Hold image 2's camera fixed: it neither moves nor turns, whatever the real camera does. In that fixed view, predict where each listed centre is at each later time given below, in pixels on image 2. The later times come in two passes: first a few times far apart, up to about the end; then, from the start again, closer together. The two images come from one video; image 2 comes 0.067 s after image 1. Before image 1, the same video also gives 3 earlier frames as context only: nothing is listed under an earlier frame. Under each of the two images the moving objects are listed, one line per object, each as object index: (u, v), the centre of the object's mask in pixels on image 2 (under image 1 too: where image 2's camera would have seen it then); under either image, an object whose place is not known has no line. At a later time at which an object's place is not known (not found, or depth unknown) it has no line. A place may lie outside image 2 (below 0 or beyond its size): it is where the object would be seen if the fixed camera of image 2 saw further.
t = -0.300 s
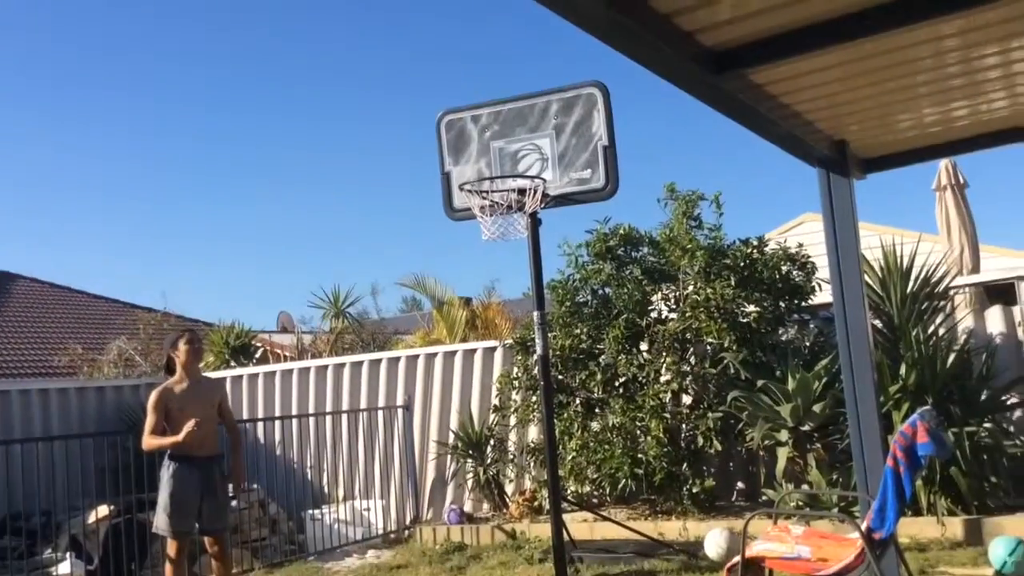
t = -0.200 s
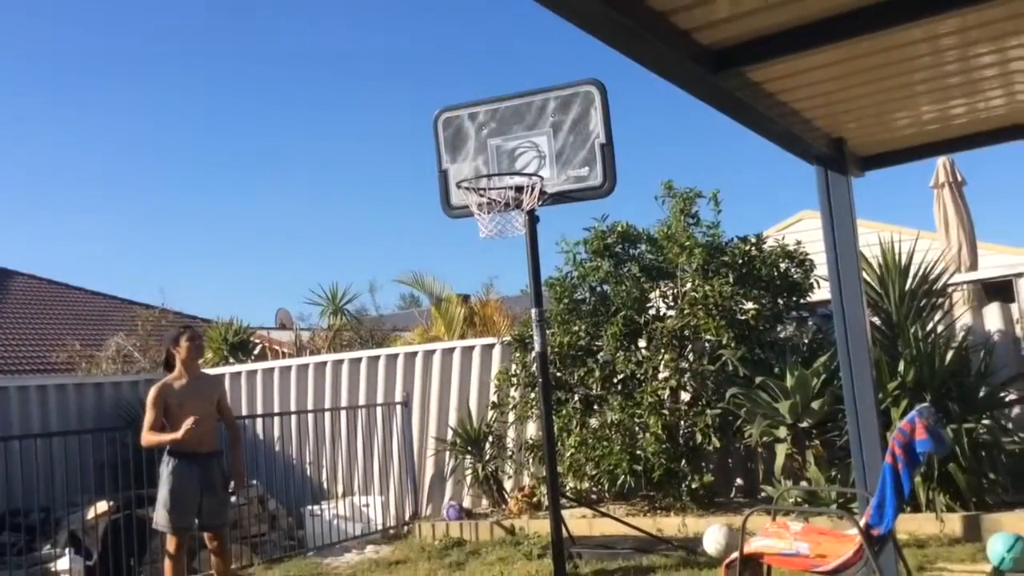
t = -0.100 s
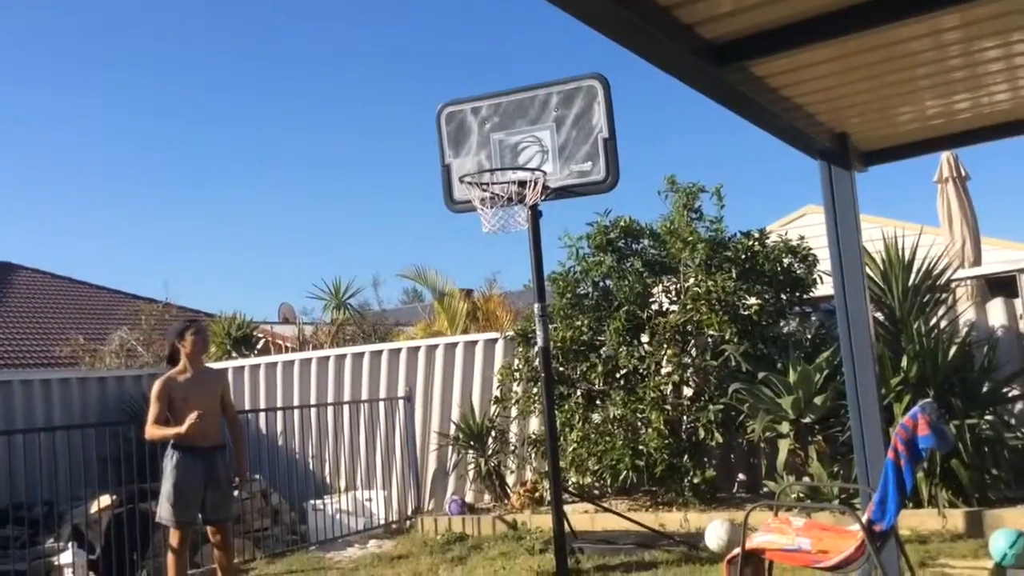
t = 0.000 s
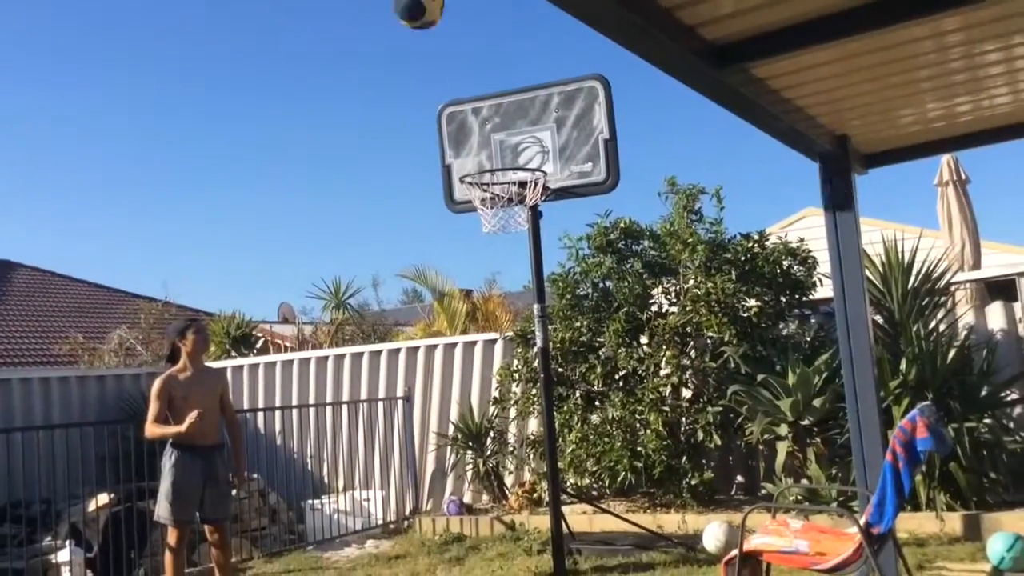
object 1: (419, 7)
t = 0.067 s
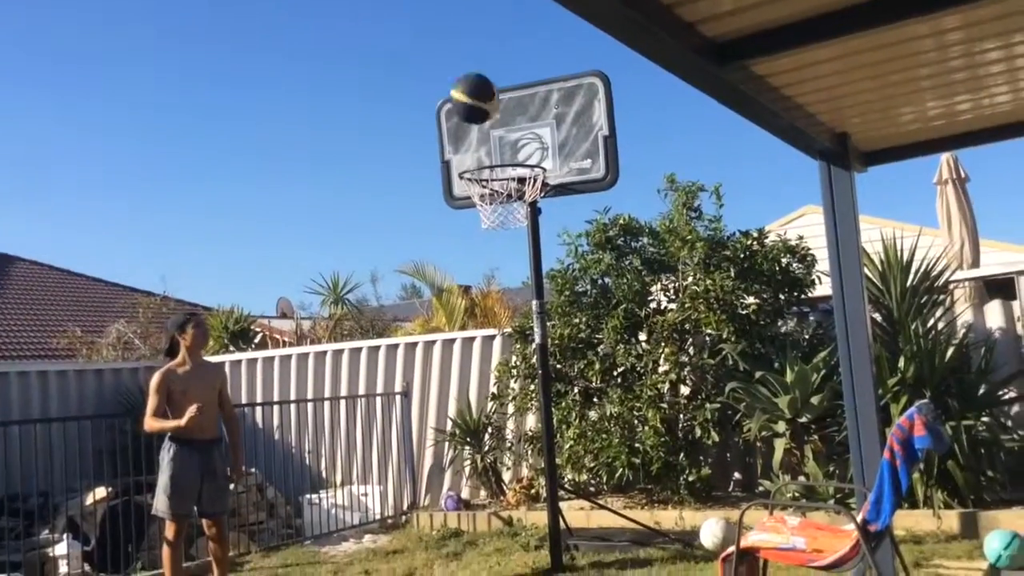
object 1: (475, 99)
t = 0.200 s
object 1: (564, 259)
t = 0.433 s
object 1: (708, 567)
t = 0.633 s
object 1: (779, 363)
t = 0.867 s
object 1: (877, 191)
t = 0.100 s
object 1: (501, 148)
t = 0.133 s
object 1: (523, 185)
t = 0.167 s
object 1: (543, 221)
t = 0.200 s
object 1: (564, 259)
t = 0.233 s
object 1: (586, 300)
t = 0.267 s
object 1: (606, 345)
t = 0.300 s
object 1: (631, 392)
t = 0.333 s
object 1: (653, 444)
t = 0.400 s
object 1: (700, 561)
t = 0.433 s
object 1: (708, 567)
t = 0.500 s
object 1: (737, 496)
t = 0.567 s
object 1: (756, 428)
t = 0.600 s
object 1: (766, 397)
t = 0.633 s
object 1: (779, 363)
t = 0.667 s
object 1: (792, 334)
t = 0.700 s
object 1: (803, 307)
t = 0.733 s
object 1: (815, 281)
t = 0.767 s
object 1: (828, 256)
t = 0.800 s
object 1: (844, 233)
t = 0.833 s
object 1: (866, 213)
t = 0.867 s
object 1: (877, 191)
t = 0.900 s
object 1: (891, 172)
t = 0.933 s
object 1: (909, 155)
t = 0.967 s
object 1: (928, 140)
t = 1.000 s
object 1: (949, 130)
